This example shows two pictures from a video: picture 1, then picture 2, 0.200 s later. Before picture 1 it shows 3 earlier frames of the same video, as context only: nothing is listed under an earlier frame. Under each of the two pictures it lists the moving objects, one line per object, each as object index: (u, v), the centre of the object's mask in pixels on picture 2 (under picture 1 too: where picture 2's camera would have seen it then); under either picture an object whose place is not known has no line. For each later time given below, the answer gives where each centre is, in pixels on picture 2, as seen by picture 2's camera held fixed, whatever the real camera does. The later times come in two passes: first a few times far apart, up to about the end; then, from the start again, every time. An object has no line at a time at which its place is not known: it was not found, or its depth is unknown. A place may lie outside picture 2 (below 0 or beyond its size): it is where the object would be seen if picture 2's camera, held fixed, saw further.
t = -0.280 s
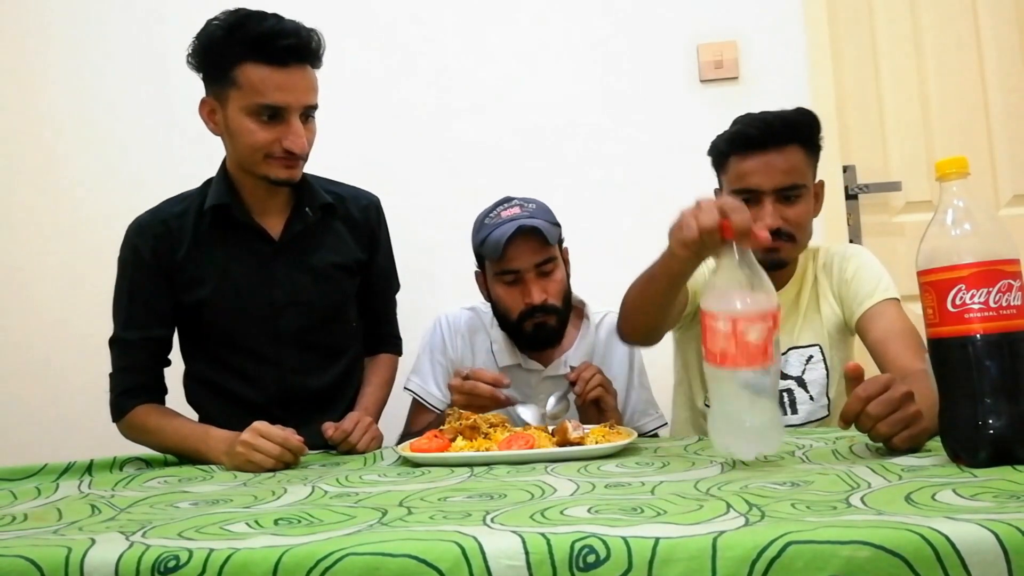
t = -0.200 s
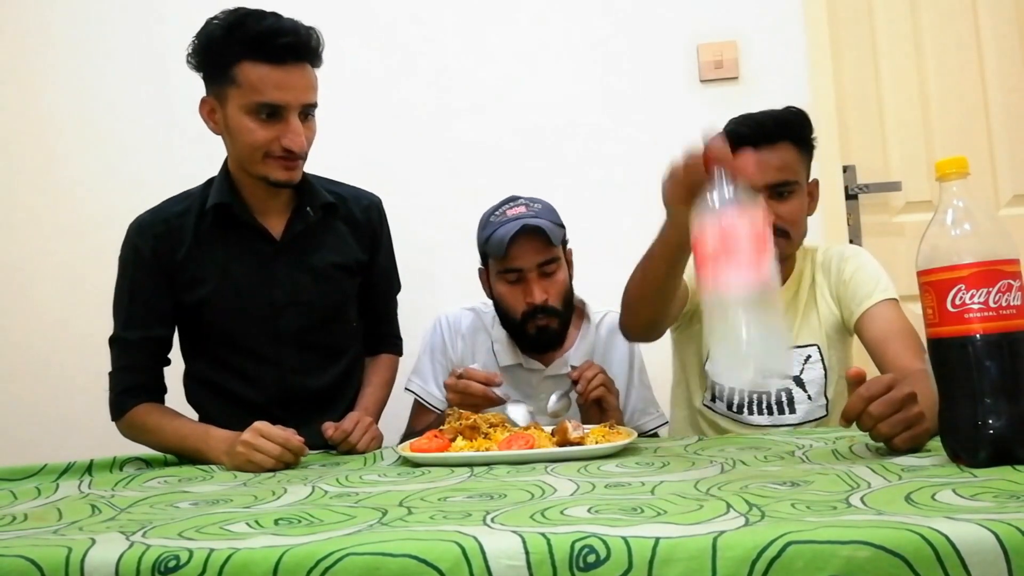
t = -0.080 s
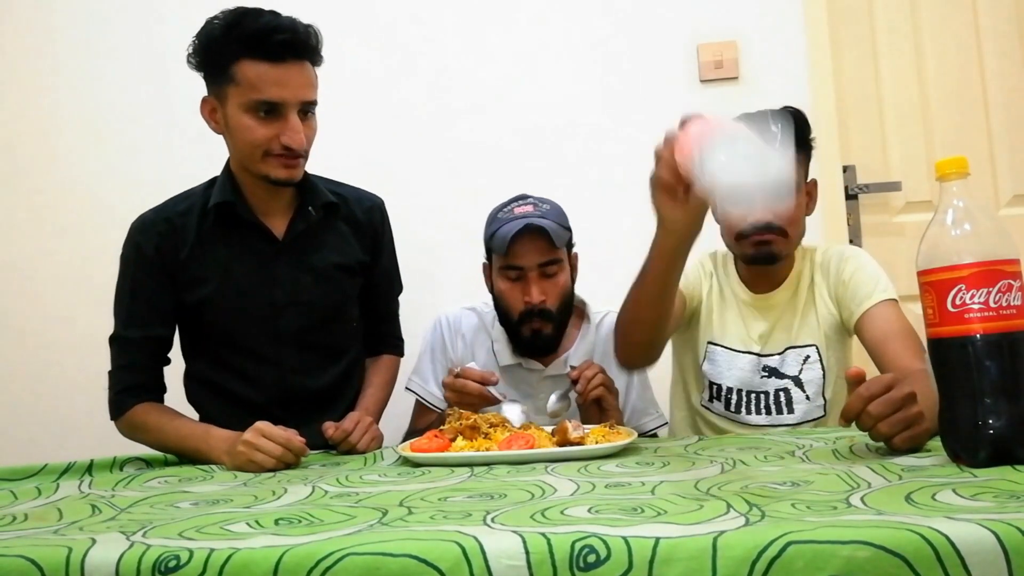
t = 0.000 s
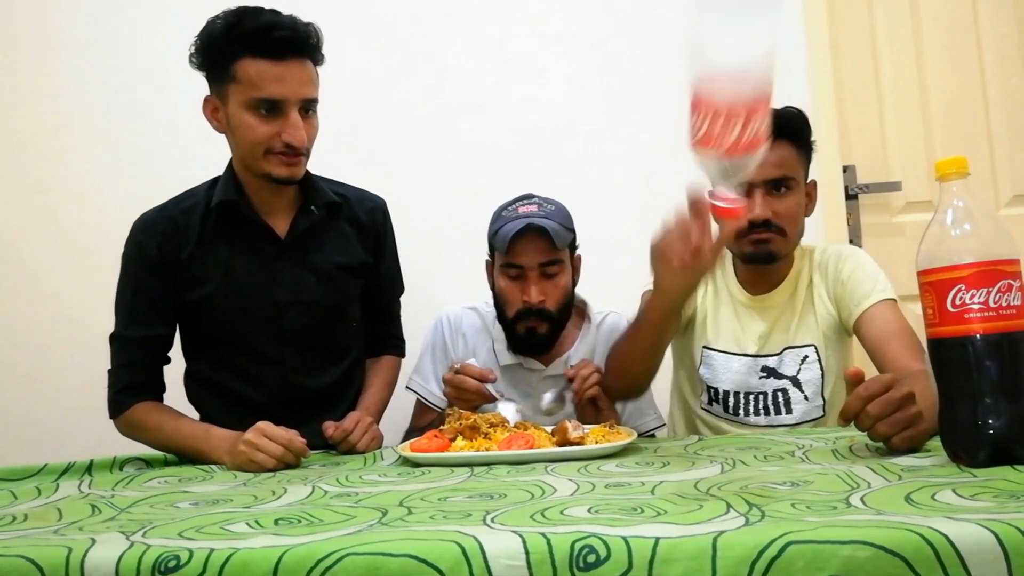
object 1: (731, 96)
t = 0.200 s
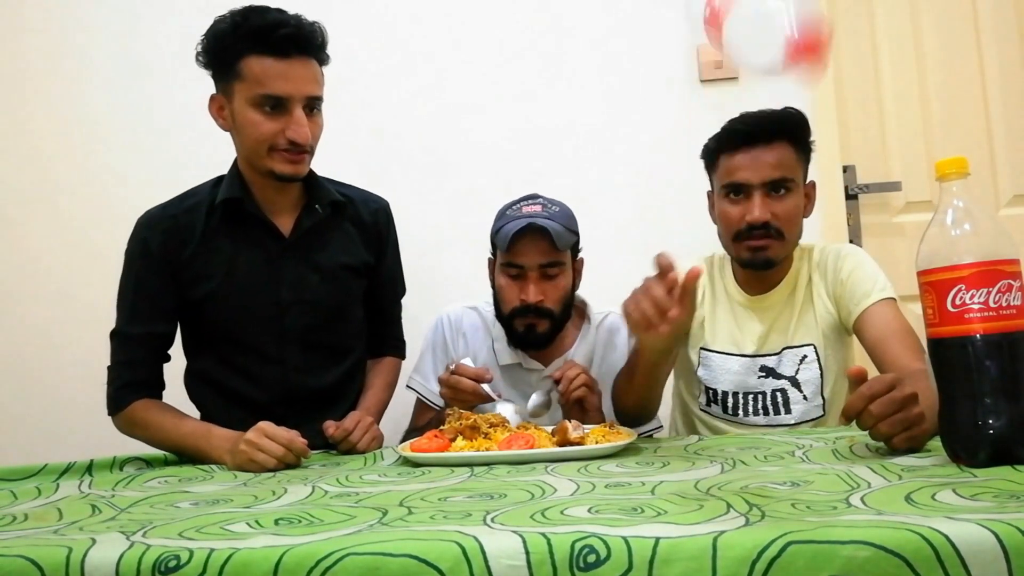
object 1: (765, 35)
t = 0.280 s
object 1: (758, 101)
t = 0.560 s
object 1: (794, 366)
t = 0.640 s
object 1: (806, 384)
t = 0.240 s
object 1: (753, 68)
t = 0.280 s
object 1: (758, 101)
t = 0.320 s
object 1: (763, 154)
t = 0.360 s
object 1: (762, 232)
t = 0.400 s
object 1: (769, 335)
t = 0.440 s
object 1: (774, 360)
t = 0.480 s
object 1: (782, 360)
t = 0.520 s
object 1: (788, 362)
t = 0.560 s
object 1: (794, 366)
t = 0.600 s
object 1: (799, 373)
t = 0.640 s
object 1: (806, 384)
